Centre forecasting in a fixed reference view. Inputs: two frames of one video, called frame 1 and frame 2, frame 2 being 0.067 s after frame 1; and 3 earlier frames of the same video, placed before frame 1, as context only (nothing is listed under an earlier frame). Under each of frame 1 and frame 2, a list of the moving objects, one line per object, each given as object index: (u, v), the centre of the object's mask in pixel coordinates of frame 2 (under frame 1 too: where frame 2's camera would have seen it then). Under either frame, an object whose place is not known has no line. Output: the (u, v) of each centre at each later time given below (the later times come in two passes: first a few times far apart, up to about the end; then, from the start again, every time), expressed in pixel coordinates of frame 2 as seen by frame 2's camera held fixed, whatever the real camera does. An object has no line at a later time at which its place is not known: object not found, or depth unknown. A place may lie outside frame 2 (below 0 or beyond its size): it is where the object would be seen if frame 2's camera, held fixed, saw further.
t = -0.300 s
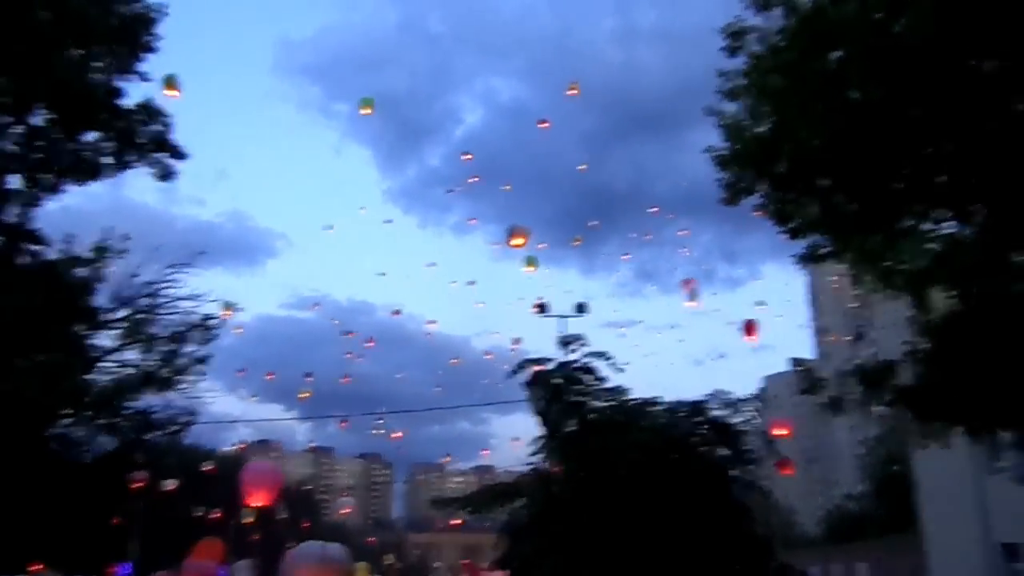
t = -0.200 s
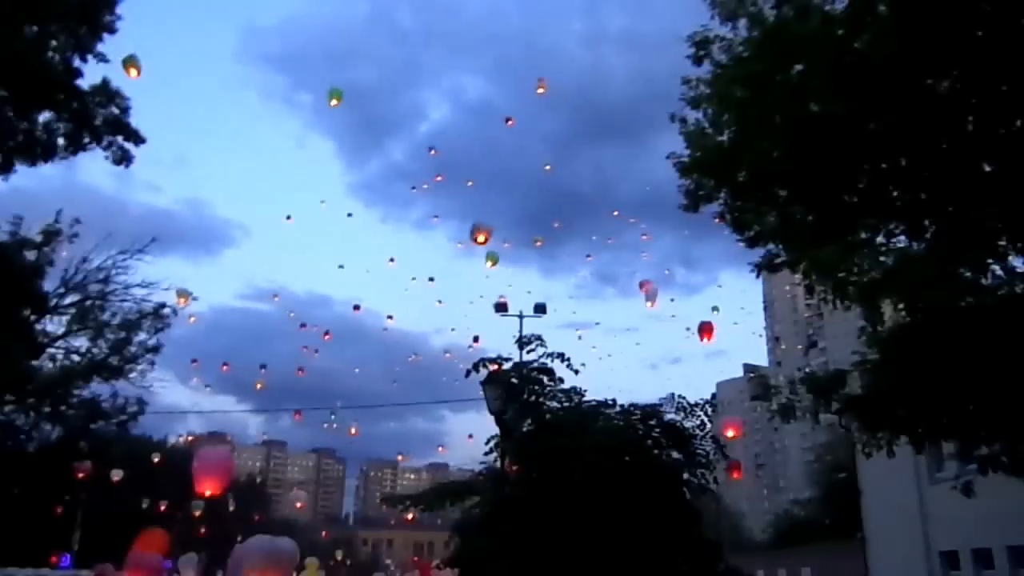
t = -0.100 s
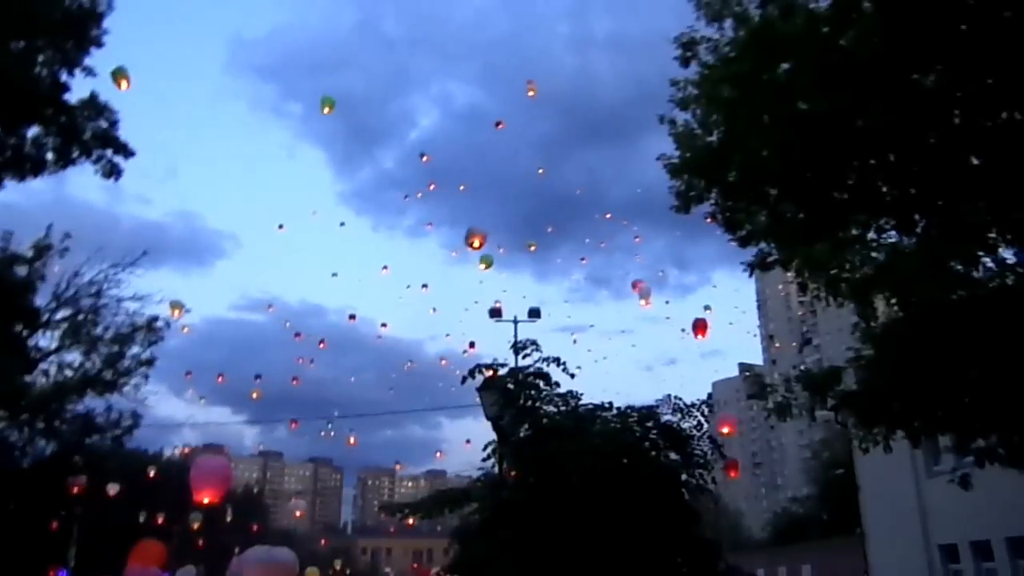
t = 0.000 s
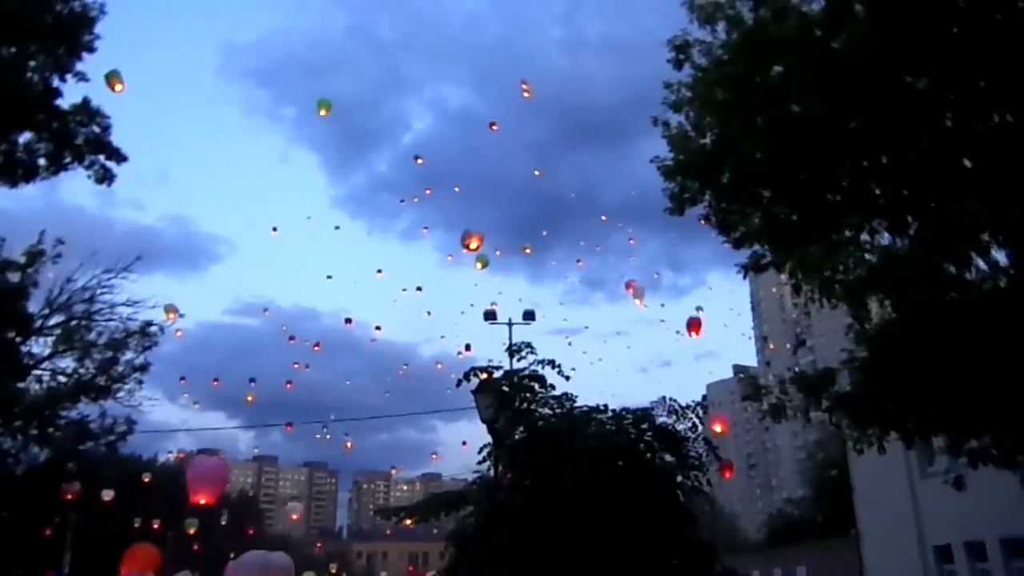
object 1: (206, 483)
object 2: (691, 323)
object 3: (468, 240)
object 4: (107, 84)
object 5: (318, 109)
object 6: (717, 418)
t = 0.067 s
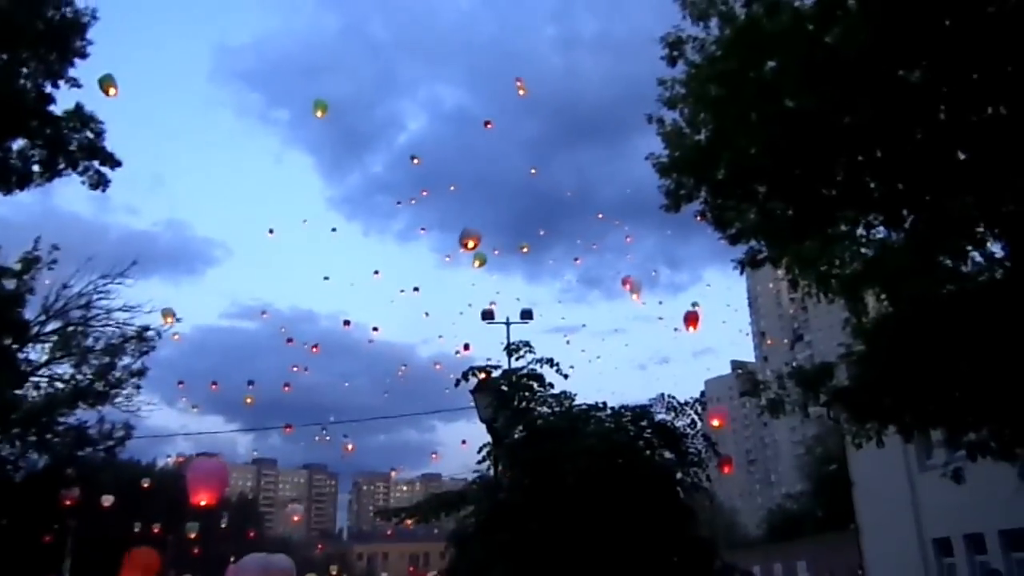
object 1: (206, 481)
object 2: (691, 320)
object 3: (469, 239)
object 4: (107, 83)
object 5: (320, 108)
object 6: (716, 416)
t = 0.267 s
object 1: (210, 472)
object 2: (690, 313)
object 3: (473, 237)
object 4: (110, 82)
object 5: (325, 106)
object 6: (713, 410)
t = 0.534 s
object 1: (214, 461)
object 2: (689, 304)
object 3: (478, 234)
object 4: (115, 75)
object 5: (333, 102)
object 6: (709, 401)
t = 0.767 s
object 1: (218, 453)
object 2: (688, 296)
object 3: (483, 231)
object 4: (119, 71)
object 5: (341, 98)
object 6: (704, 394)
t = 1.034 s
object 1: (222, 442)
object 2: (687, 285)
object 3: (489, 228)
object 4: (124, 63)
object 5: (349, 92)
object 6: (700, 385)
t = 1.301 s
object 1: (227, 432)
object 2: (686, 276)
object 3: (496, 224)
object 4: (127, 54)
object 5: (355, 87)
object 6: (696, 377)
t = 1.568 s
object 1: (231, 422)
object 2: (685, 267)
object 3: (502, 221)
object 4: (131, 43)
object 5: (359, 80)
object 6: (691, 368)
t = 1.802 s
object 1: (235, 413)
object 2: (684, 259)
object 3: (507, 219)
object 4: (133, 34)
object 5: (363, 73)
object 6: (688, 360)
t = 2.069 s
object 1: (240, 405)
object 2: (684, 250)
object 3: (517, 216)
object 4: (136, 24)
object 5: (364, 66)
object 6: (685, 352)
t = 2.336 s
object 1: (244, 395)
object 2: (683, 242)
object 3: (525, 213)
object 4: (139, 14)
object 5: (365, 59)
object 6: (681, 343)
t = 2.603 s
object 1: (248, 386)
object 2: (681, 234)
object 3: (532, 212)
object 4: (143, 7)
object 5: (365, 51)
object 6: (679, 335)
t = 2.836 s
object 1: (253, 377)
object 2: (681, 227)
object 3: (537, 209)
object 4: (149, 0)
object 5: (366, 42)
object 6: (678, 327)
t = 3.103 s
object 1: (257, 367)
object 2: (682, 221)
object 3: (543, 208)
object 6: (677, 320)
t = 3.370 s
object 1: (263, 356)
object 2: (682, 216)
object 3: (547, 208)
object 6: (677, 312)
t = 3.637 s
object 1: (267, 348)
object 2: (684, 211)
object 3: (548, 207)
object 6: (677, 304)
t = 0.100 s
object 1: (207, 479)
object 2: (691, 319)
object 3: (470, 239)
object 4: (107, 84)
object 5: (320, 108)
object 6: (715, 416)
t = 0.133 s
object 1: (207, 480)
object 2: (690, 319)
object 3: (471, 239)
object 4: (108, 83)
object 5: (321, 108)
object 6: (714, 414)
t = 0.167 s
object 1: (208, 477)
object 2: (690, 318)
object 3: (471, 239)
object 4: (109, 83)
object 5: (322, 108)
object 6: (714, 413)
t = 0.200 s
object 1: (209, 475)
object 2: (690, 316)
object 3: (472, 238)
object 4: (109, 83)
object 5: (323, 107)
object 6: (714, 412)
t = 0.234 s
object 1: (209, 474)
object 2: (690, 315)
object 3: (472, 238)
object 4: (110, 83)
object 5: (324, 107)
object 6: (714, 411)
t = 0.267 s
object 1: (210, 472)
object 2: (690, 313)
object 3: (473, 237)
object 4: (110, 82)
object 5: (325, 106)
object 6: (713, 410)
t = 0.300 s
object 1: (211, 471)
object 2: (690, 312)
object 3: (474, 237)
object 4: (111, 81)
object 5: (326, 106)
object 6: (713, 410)
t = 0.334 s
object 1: (211, 470)
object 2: (690, 311)
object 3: (474, 237)
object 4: (111, 80)
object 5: (327, 105)
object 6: (712, 408)
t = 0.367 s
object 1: (212, 468)
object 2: (690, 310)
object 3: (475, 236)
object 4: (112, 79)
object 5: (328, 105)
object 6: (712, 407)
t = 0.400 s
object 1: (212, 466)
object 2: (690, 309)
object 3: (476, 236)
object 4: (114, 79)
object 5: (329, 104)
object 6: (711, 406)
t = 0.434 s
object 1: (213, 465)
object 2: (689, 308)
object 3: (476, 235)
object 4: (114, 78)
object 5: (331, 104)
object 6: (711, 405)
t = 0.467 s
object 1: (213, 464)
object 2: (689, 306)
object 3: (477, 235)
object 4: (114, 77)
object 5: (331, 103)
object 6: (710, 403)
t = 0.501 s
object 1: (214, 463)
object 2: (689, 305)
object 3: (478, 235)
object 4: (115, 76)
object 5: (332, 102)
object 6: (710, 403)
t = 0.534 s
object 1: (214, 461)
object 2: (689, 304)
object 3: (478, 234)
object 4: (115, 75)
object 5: (333, 102)
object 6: (709, 401)
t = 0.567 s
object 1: (215, 460)
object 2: (689, 303)
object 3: (479, 233)
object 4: (115, 75)
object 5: (334, 101)
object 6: (707, 400)
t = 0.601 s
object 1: (216, 459)
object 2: (689, 302)
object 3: (480, 233)
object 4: (116, 74)
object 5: (336, 100)
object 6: (707, 399)
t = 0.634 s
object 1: (216, 457)
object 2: (688, 300)
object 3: (480, 233)
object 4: (117, 73)
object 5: (337, 100)
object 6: (706, 398)
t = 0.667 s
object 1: (216, 456)
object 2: (689, 299)
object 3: (481, 232)
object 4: (118, 72)
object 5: (338, 99)
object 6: (706, 397)
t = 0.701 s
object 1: (217, 455)
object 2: (688, 298)
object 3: (482, 232)
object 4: (118, 72)
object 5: (339, 99)
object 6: (705, 396)
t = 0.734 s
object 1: (217, 454)
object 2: (689, 297)
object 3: (483, 232)
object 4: (119, 71)
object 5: (341, 99)
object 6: (705, 395)
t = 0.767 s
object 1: (218, 453)
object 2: (688, 296)
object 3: (483, 231)
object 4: (119, 71)
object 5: (341, 98)
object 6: (704, 394)
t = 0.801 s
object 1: (218, 451)
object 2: (688, 295)
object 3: (484, 232)
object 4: (120, 70)
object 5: (342, 98)
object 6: (704, 393)
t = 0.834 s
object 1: (218, 450)
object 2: (688, 293)
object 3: (484, 231)
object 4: (121, 69)
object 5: (343, 97)
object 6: (703, 392)
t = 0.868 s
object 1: (219, 449)
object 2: (688, 292)
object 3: (485, 230)
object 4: (121, 68)
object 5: (344, 96)
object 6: (703, 391)
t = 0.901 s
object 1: (220, 448)
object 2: (688, 290)
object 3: (485, 229)
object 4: (122, 67)
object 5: (345, 95)
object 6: (702, 390)
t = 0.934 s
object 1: (220, 447)
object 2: (687, 289)
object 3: (486, 229)
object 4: (122, 66)
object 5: (346, 95)
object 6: (702, 389)
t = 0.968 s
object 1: (221, 445)
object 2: (687, 288)
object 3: (487, 228)
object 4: (123, 65)
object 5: (347, 94)
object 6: (701, 389)
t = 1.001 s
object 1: (222, 444)
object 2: (687, 287)
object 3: (488, 228)
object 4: (123, 64)
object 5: (348, 93)
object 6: (701, 387)
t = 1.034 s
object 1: (222, 442)
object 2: (687, 285)
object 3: (489, 228)
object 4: (124, 63)
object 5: (349, 92)
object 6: (700, 385)
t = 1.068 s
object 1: (223, 441)
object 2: (687, 284)
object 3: (490, 227)
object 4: (124, 62)
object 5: (349, 92)
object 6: (700, 384)
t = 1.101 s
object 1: (223, 439)
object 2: (687, 283)
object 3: (491, 227)
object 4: (125, 61)
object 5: (350, 91)
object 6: (700, 384)
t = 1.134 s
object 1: (224, 437)
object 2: (687, 282)
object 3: (491, 226)
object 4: (125, 60)
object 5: (351, 90)
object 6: (699, 383)
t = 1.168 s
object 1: (224, 436)
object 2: (687, 281)
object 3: (492, 226)
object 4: (125, 59)
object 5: (352, 89)
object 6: (698, 382)
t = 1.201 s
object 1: (225, 435)
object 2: (687, 280)
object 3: (493, 226)
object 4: (126, 58)
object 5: (353, 89)
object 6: (698, 380)
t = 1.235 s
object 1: (226, 434)
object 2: (687, 278)
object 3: (494, 225)
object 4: (126, 57)
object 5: (353, 88)
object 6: (697, 379)
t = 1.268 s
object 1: (226, 433)
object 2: (686, 277)
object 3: (494, 224)
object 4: (127, 56)
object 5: (354, 87)
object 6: (696, 377)
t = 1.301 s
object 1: (227, 432)
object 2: (686, 276)
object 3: (496, 224)
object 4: (127, 54)
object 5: (355, 87)
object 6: (696, 377)
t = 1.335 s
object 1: (227, 430)
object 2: (686, 275)
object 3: (496, 223)
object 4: (128, 53)
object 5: (355, 85)
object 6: (695, 375)
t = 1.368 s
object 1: (228, 429)
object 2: (686, 274)
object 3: (497, 223)
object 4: (128, 52)
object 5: (356, 85)
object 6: (694, 374)
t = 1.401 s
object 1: (228, 428)
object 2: (686, 273)
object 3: (498, 223)
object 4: (129, 50)
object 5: (357, 84)
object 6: (694, 373)
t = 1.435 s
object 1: (229, 427)
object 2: (686, 271)
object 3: (500, 222)
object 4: (129, 49)
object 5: (357, 83)
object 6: (693, 372)
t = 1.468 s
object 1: (229, 426)
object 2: (686, 270)
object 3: (500, 222)
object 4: (129, 48)
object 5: (358, 82)
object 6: (693, 371)
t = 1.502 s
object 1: (230, 424)
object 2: (686, 269)
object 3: (501, 221)
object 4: (130, 46)
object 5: (358, 81)
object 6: (692, 370)
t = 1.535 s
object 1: (231, 423)
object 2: (685, 268)
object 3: (502, 221)
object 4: (130, 45)
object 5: (359, 81)
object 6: (692, 369)
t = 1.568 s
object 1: (231, 422)
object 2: (685, 267)
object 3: (502, 221)
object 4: (131, 43)
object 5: (359, 80)
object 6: (691, 368)
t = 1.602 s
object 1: (232, 421)
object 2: (685, 265)
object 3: (503, 220)
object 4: (131, 42)
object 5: (360, 79)
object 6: (691, 367)
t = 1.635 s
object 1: (232, 420)
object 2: (685, 264)
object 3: (504, 222)
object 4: (131, 40)
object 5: (360, 78)
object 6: (690, 366)
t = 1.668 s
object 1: (233, 418)
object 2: (685, 263)
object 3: (504, 221)
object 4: (132, 39)
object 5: (361, 77)
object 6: (690, 365)
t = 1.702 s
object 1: (233, 417)
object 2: (685, 262)
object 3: (505, 221)
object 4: (132, 38)
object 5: (361, 76)
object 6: (689, 364)
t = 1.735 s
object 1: (234, 416)
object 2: (684, 261)
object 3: (505, 220)
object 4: (132, 37)
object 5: (362, 75)
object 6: (689, 362)
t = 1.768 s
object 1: (235, 414)
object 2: (685, 260)
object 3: (505, 220)
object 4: (133, 35)
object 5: (362, 74)
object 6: (688, 361)
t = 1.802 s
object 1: (235, 413)
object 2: (684, 259)
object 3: (507, 219)
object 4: (133, 34)
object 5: (363, 73)
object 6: (688, 360)
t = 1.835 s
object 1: (236, 412)
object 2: (684, 257)
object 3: (507, 219)
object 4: (134, 32)
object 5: (363, 73)
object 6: (687, 359)
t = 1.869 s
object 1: (236, 411)
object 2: (684, 256)
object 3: (507, 219)
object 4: (134, 31)
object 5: (363, 72)
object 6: (687, 358)
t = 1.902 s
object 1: (237, 410)
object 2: (684, 255)
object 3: (512, 217)
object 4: (134, 29)
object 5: (364, 71)
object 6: (686, 357)
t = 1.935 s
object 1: (237, 409)
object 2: (684, 254)
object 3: (513, 217)
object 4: (135, 28)
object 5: (364, 70)
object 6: (686, 356)
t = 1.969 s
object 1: (238, 408)
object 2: (684, 253)
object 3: (514, 216)
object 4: (135, 27)
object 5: (364, 69)
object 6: (686, 355)
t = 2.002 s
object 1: (239, 406)
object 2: (684, 252)
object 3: (515, 216)
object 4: (135, 26)
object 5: (364, 68)
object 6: (685, 354)
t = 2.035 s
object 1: (239, 405)
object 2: (684, 251)
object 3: (516, 216)
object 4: (135, 25)
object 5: (364, 67)
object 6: (685, 353)
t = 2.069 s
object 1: (240, 405)
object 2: (684, 250)
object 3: (517, 216)
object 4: (136, 24)
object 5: (364, 66)
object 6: (685, 352)
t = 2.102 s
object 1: (241, 404)
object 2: (684, 249)
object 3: (518, 215)
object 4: (136, 23)
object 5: (364, 65)
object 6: (684, 351)
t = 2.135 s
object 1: (241, 403)
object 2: (683, 248)
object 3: (519, 215)
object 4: (136, 22)
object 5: (364, 65)
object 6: (684, 349)
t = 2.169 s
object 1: (242, 402)
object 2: (683, 247)
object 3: (520, 214)
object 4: (136, 21)
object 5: (365, 64)
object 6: (683, 348)
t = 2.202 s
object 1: (243, 401)
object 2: (683, 246)
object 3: (521, 214)
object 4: (136, 19)
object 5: (365, 63)
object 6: (683, 347)
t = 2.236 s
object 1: (243, 399)
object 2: (683, 245)
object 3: (522, 213)
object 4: (137, 18)
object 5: (365, 62)
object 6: (683, 346)
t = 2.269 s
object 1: (244, 398)
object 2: (683, 244)
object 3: (523, 213)
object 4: (138, 17)
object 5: (365, 61)
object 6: (683, 345)
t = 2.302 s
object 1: (244, 397)
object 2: (683, 243)
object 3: (524, 213)
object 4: (138, 15)
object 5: (365, 60)
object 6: (682, 344)
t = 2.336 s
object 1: (244, 395)
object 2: (683, 242)
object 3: (525, 213)
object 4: (139, 14)
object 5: (365, 59)
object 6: (681, 343)
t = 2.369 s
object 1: (245, 394)
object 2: (683, 241)
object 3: (526, 214)
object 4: (139, 14)
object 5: (365, 58)
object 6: (681, 342)
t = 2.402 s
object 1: (246, 393)
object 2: (683, 240)
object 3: (527, 214)
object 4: (140, 12)
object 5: (365, 58)
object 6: (681, 342)
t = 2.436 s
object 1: (246, 392)
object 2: (682, 239)
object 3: (528, 214)
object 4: (140, 12)
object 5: (365, 57)
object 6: (680, 340)
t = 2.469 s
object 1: (247, 391)
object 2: (682, 238)
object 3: (528, 213)
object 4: (141, 10)
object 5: (365, 56)
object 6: (680, 340)
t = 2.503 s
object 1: (247, 390)
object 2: (682, 237)
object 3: (529, 214)
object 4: (141, 10)
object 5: (365, 55)
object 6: (680, 338)
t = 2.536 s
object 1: (247, 389)
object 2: (682, 236)
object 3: (530, 214)
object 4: (141, 9)
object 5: (365, 53)
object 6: (680, 337)
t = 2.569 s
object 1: (248, 387)
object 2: (681, 235)
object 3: (531, 212)
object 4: (142, 8)
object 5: (365, 52)
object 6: (679, 336)
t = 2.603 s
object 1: (248, 386)
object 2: (681, 234)
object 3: (532, 212)
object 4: (143, 7)
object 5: (365, 51)
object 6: (679, 335)
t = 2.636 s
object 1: (249, 385)
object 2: (681, 233)
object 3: (532, 212)
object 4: (143, 6)
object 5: (365, 49)
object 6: (679, 334)
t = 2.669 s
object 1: (250, 384)
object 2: (681, 232)
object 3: (533, 211)
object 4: (144, 5)
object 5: (365, 48)
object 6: (678, 333)
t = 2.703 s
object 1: (250, 382)
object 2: (681, 231)
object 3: (534, 211)
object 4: (145, 4)
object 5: (366, 47)
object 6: (678, 331)
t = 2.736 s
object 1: (251, 381)
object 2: (681, 230)
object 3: (534, 211)
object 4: (146, 3)
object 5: (366, 46)
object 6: (678, 330)
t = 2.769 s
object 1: (252, 380)
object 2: (681, 229)
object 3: (535, 210)
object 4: (147, 2)
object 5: (366, 45)
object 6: (678, 329)
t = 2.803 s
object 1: (252, 379)
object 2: (681, 228)
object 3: (536, 210)
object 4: (147, 1)
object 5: (366, 44)
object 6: (678, 328)
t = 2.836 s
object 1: (253, 377)
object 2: (681, 227)
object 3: (537, 209)
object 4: (149, 0)
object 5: (366, 42)
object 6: (678, 327)
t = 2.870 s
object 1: (253, 376)
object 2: (681, 226)
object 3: (537, 209)
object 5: (367, 41)
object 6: (677, 326)
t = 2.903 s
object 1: (254, 375)
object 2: (681, 225)
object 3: (538, 209)
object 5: (367, 40)
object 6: (677, 325)
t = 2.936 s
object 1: (254, 374)
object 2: (681, 224)
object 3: (539, 208)
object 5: (367, 39)
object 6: (677, 324)
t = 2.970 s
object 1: (255, 372)
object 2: (682, 224)
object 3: (540, 208)
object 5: (367, 37)
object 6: (677, 324)
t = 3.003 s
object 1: (255, 371)
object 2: (682, 223)
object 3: (541, 208)
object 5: (368, 36)
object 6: (677, 322)
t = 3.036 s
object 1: (256, 369)
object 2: (682, 222)
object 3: (541, 207)
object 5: (368, 35)
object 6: (677, 321)
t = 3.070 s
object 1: (257, 367)
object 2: (682, 221)
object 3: (542, 207)
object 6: (677, 320)
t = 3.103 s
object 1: (257, 367)
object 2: (682, 221)
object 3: (543, 208)
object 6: (677, 320)
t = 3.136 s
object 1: (258, 365)
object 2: (682, 220)
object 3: (543, 207)
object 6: (677, 318)
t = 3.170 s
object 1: (259, 364)
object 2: (682, 219)
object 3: (544, 208)
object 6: (677, 318)
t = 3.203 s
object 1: (260, 363)
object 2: (682, 219)
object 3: (544, 207)
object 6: (677, 317)
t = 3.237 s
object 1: (261, 361)
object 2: (683, 218)
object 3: (545, 207)
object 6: (677, 316)
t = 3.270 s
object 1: (261, 360)
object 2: (683, 217)
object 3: (546, 208)
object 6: (677, 315)
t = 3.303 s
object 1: (262, 359)
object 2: (682, 216)
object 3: (546, 208)
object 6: (677, 314)
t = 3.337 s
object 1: (262, 358)
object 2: (682, 216)
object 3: (546, 208)
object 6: (677, 312)
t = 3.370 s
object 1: (263, 356)
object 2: (682, 216)
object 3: (547, 208)
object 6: (677, 312)
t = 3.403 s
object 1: (263, 355)
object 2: (683, 215)
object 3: (547, 208)
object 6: (677, 311)
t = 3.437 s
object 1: (264, 354)
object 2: (683, 214)
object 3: (547, 208)
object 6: (677, 310)
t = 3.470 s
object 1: (265, 354)
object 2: (684, 213)
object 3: (548, 207)
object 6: (677, 309)
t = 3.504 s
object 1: (265, 351)
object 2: (684, 213)
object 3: (548, 207)
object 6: (677, 307)
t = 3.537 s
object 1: (266, 350)
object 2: (684, 212)
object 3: (548, 207)
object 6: (677, 307)
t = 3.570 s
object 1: (266, 350)
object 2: (684, 212)
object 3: (548, 208)
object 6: (677, 306)
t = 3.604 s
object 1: (267, 349)
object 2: (684, 212)
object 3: (548, 207)
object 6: (677, 305)
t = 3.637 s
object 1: (267, 348)
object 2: (684, 211)
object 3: (548, 207)
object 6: (677, 304)
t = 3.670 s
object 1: (268, 346)
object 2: (684, 211)
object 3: (548, 208)
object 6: (677, 303)
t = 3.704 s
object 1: (269, 345)
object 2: (684, 210)
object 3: (549, 207)
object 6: (677, 301)
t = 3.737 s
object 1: (269, 344)
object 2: (684, 210)
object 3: (548, 207)
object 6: (677, 300)
